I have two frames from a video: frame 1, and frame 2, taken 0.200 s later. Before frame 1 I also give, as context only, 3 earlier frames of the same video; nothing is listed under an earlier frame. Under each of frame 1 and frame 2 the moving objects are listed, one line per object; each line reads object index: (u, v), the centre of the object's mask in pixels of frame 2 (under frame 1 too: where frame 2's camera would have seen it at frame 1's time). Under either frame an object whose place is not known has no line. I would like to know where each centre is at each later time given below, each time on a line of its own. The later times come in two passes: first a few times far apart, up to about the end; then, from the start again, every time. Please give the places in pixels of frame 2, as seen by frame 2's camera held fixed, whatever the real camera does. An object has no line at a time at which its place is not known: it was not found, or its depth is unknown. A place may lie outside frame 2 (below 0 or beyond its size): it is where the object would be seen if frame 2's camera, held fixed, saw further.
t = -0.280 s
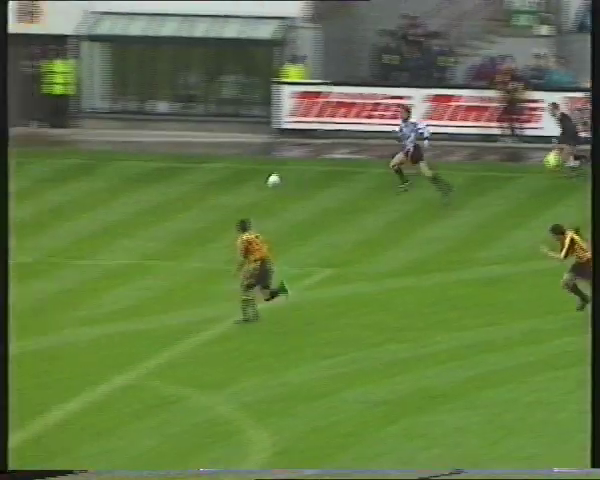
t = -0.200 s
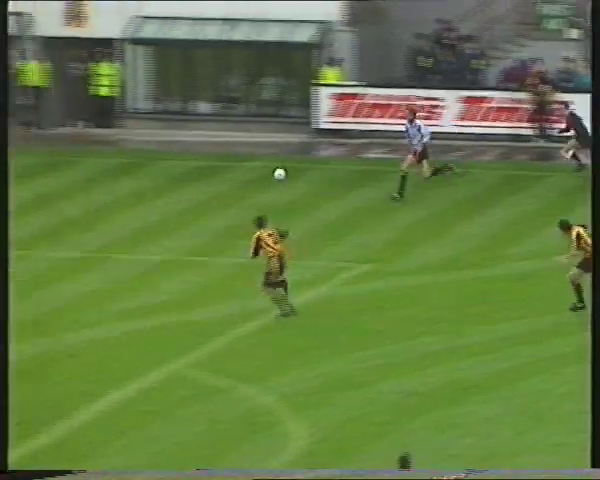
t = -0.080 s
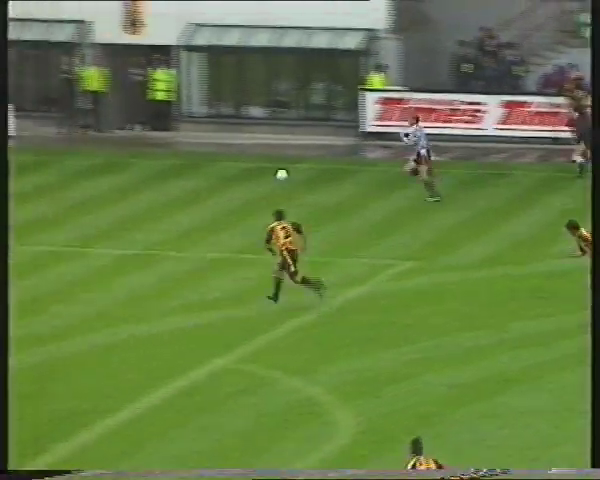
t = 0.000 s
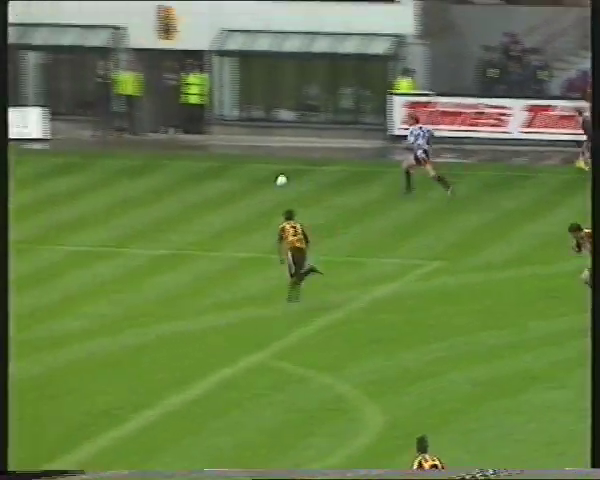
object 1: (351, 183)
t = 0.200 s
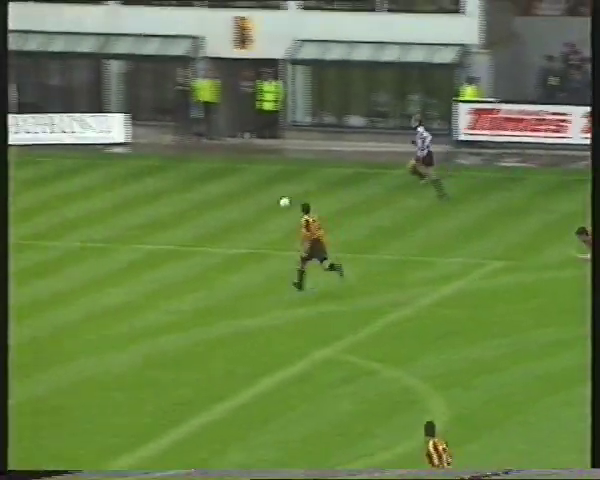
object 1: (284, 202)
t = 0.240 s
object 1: (273, 198)
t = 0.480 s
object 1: (209, 189)
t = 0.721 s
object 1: (151, 193)
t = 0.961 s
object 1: (104, 192)
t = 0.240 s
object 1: (273, 198)
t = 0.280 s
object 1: (262, 195)
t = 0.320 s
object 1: (251, 191)
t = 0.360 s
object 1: (241, 190)
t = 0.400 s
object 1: (230, 189)
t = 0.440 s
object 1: (220, 189)
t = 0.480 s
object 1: (209, 189)
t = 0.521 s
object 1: (198, 190)
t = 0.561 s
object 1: (188, 192)
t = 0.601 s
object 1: (178, 195)
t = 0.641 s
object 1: (168, 196)
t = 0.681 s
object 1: (159, 194)
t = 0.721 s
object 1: (151, 193)
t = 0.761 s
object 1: (143, 193)
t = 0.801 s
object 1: (134, 192)
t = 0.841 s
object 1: (126, 193)
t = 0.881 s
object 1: (118, 194)
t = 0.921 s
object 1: (111, 193)
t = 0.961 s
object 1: (104, 192)
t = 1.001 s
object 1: (97, 192)
